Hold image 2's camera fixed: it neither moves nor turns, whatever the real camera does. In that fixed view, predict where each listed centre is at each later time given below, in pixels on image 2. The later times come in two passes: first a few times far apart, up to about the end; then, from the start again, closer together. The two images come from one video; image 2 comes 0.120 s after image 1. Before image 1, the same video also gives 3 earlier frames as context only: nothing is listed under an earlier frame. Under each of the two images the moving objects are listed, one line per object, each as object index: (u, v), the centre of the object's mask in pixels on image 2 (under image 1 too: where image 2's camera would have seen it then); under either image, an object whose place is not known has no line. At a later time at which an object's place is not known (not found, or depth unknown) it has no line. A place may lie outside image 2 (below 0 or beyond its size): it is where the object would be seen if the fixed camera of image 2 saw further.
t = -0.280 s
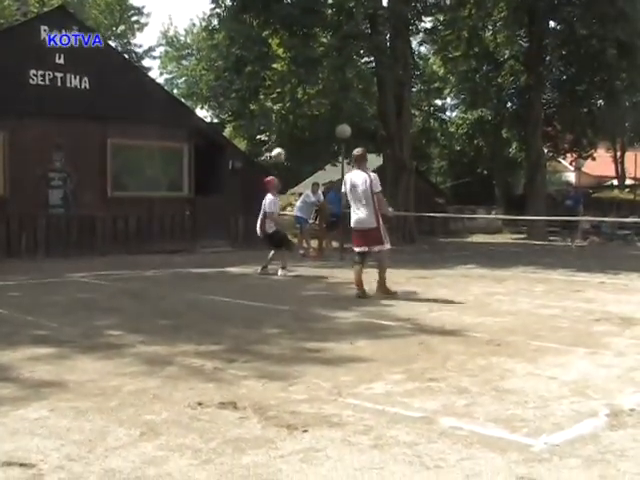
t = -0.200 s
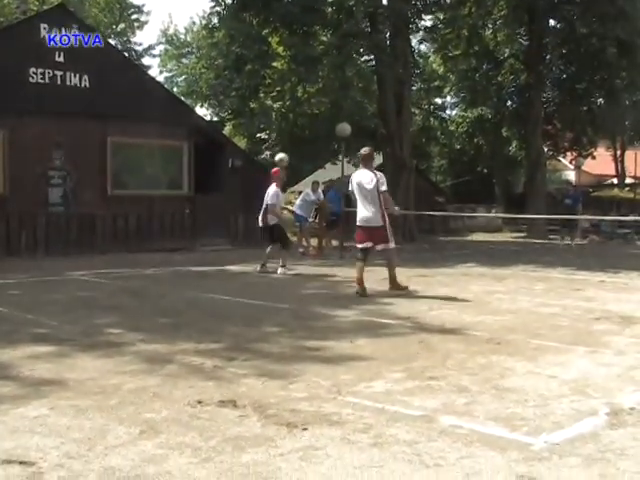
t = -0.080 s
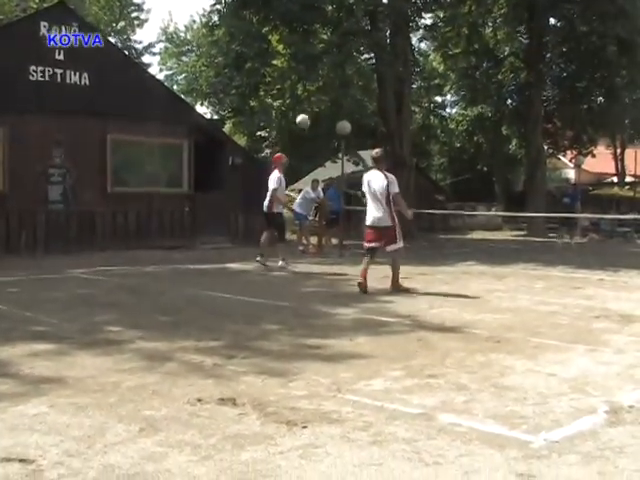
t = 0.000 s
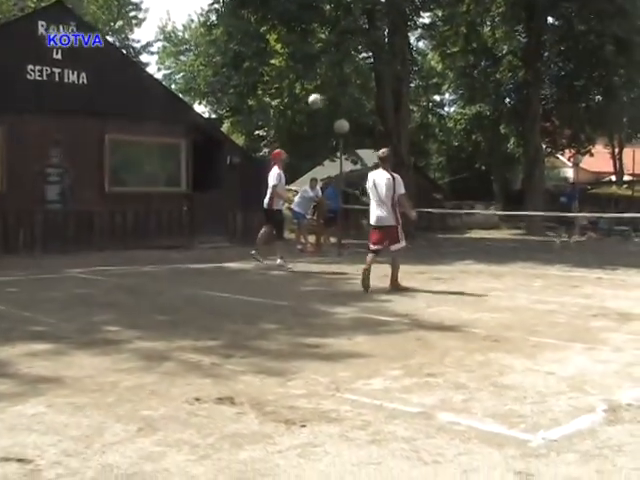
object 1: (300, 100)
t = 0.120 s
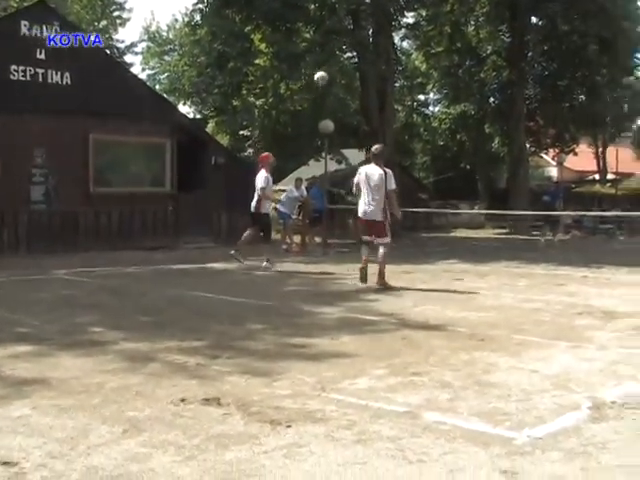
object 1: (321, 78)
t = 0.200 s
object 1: (334, 68)
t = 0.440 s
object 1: (375, 63)
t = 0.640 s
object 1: (408, 86)
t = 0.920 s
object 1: (454, 161)
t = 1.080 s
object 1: (483, 223)
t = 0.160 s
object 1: (327, 72)
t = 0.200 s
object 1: (334, 68)
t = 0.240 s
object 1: (341, 64)
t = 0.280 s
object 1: (348, 61)
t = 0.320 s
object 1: (354, 60)
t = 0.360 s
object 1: (361, 61)
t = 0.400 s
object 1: (368, 62)
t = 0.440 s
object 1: (375, 63)
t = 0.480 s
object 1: (382, 65)
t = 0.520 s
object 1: (389, 69)
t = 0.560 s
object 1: (395, 73)
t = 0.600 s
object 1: (401, 79)
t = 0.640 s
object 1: (408, 86)
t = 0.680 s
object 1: (415, 93)
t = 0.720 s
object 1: (420, 99)
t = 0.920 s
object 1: (454, 161)
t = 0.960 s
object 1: (460, 175)
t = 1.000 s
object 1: (467, 191)
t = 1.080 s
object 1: (483, 223)
